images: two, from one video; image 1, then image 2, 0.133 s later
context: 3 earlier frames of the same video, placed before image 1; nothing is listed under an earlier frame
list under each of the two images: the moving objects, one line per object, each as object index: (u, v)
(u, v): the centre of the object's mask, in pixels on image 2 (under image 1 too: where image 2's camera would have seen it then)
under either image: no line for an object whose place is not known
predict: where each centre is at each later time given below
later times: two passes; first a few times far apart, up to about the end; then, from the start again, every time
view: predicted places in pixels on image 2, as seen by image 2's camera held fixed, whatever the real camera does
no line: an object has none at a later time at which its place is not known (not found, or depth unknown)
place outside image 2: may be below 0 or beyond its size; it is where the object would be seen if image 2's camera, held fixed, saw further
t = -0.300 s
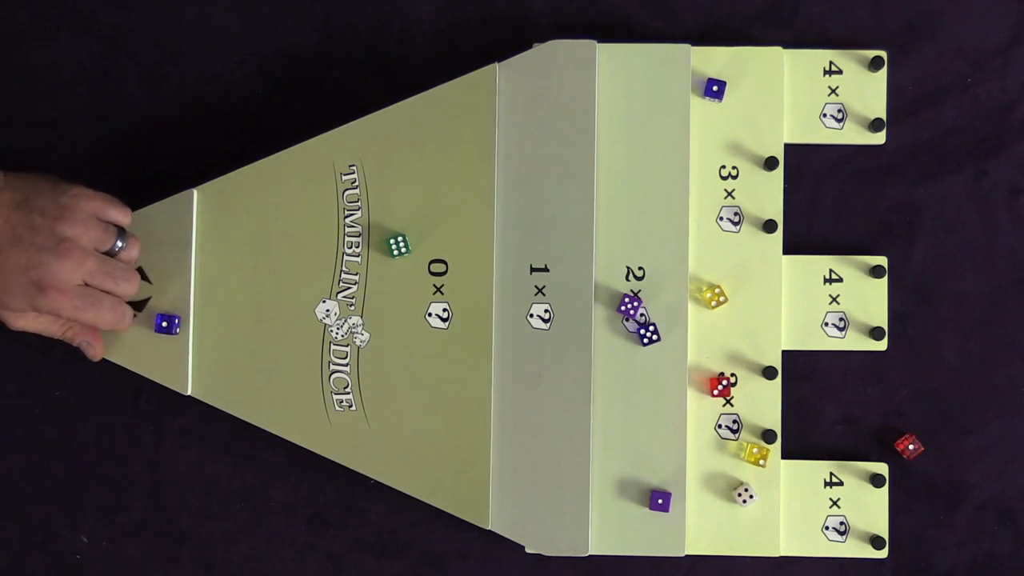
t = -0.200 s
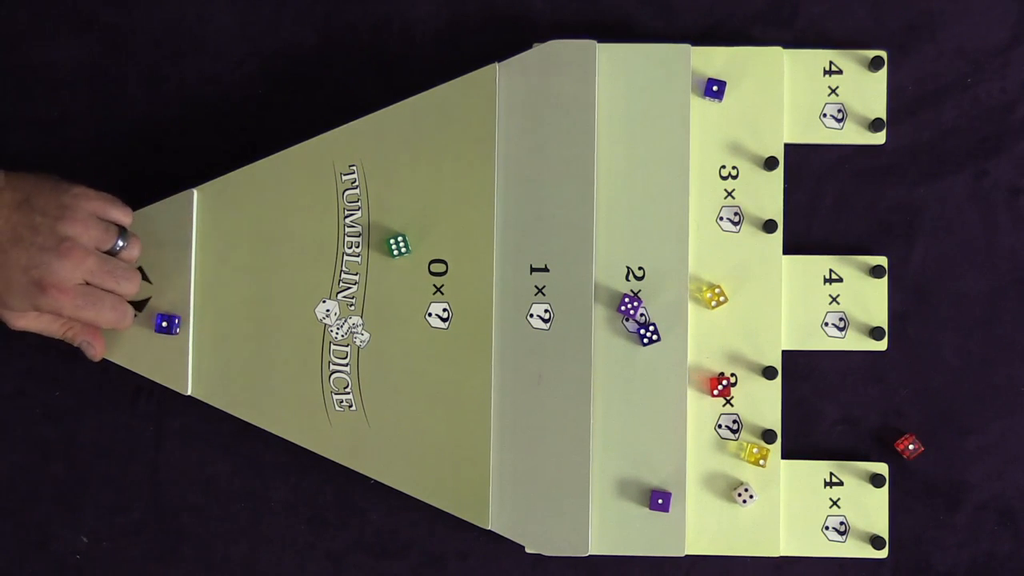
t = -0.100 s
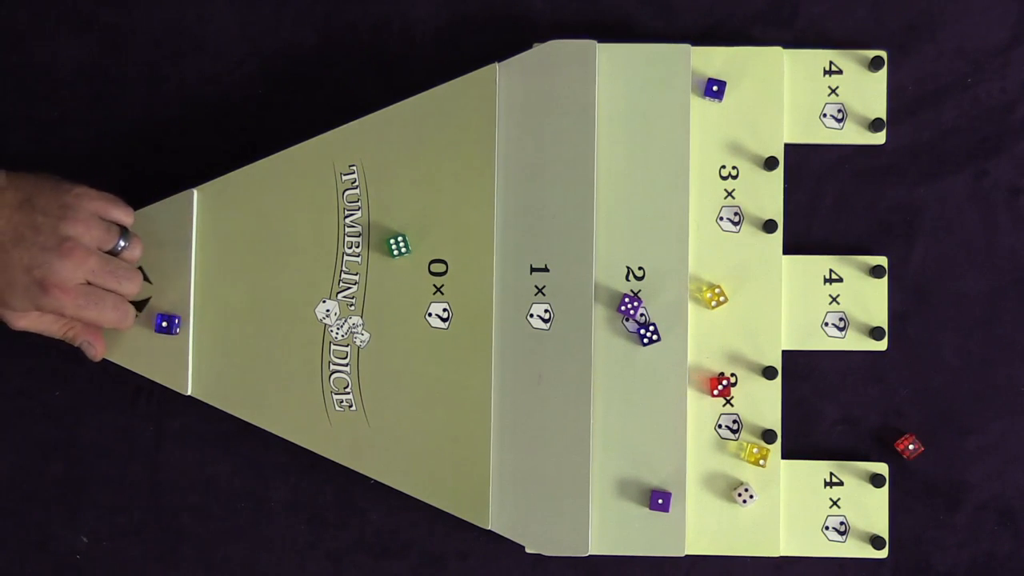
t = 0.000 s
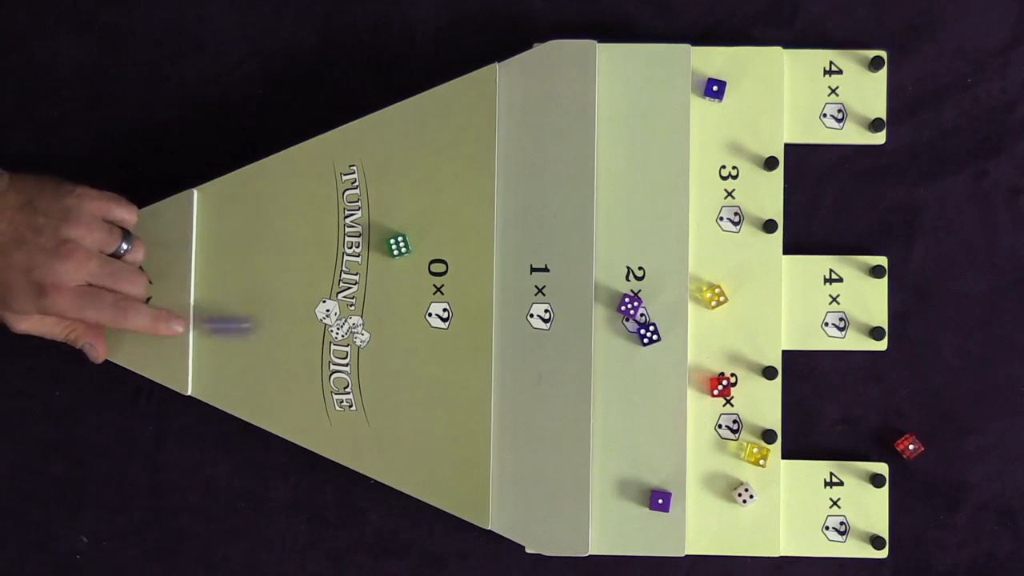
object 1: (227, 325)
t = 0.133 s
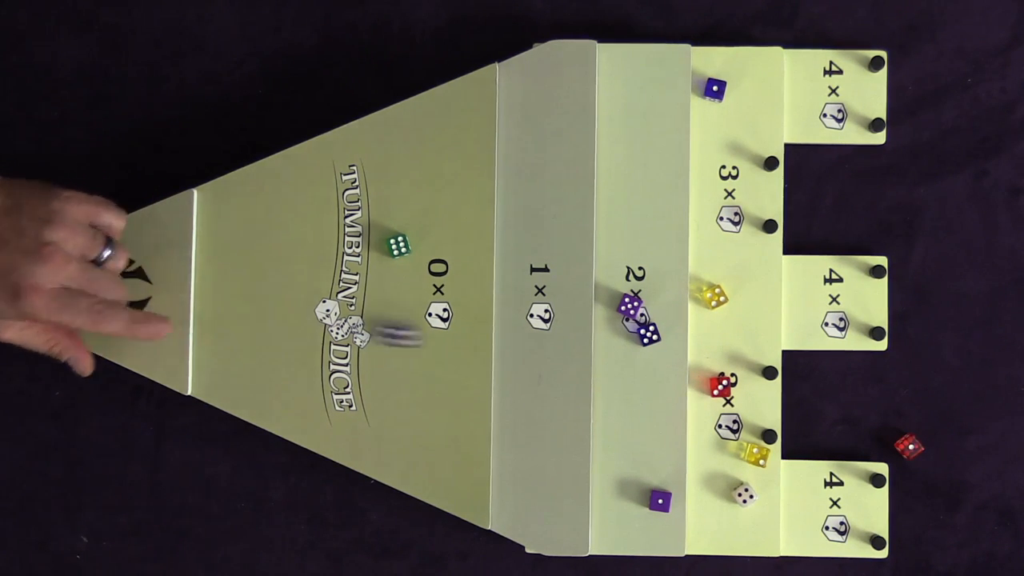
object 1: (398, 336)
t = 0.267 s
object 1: (531, 346)
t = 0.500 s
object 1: (665, 365)
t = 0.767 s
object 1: (699, 374)
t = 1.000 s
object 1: (700, 370)
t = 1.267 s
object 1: (700, 370)
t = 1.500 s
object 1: (700, 370)
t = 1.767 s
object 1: (700, 370)
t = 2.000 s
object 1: (700, 370)
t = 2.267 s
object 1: (700, 370)
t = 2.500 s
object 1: (700, 370)
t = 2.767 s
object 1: (700, 370)
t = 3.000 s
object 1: (700, 370)
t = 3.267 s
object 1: (700, 370)
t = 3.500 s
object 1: (700, 370)
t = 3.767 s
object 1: (700, 370)
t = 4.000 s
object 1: (700, 370)
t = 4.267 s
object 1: (700, 370)
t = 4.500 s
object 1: (700, 370)
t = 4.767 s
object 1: (700, 370)
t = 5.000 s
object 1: (700, 370)
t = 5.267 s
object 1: (700, 370)
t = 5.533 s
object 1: (700, 370)
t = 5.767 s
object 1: (700, 370)
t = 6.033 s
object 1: (700, 370)
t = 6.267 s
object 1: (700, 370)
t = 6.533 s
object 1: (700, 370)
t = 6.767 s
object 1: (700, 370)
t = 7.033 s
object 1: (700, 370)
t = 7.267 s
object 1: (700, 370)
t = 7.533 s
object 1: (700, 370)
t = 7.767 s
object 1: (700, 370)
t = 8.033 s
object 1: (700, 370)
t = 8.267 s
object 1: (700, 370)
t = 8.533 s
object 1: (700, 370)
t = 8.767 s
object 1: (700, 370)
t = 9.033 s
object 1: (700, 370)
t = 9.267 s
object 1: (700, 370)
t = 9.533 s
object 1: (700, 370)
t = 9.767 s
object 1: (700, 370)
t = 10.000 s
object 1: (700, 370)
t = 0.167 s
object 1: (434, 339)
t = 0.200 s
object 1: (466, 341)
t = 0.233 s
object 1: (501, 343)
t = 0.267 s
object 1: (531, 346)
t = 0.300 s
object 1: (557, 349)
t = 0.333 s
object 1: (582, 352)
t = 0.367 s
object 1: (607, 354)
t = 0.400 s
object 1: (627, 356)
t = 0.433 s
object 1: (641, 360)
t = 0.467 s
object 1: (654, 363)
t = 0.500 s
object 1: (665, 365)
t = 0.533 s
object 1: (673, 370)
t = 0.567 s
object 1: (680, 372)
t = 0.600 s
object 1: (685, 374)
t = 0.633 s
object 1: (688, 375)
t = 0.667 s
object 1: (689, 375)
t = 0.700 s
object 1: (691, 376)
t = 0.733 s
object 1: (695, 375)
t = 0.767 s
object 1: (699, 374)
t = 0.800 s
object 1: (700, 372)
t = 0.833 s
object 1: (701, 370)
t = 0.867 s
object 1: (700, 370)
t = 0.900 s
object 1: (700, 370)
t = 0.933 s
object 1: (700, 370)
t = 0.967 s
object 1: (700, 370)
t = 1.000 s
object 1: (700, 370)
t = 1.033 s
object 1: (700, 370)
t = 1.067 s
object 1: (700, 370)
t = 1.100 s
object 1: (700, 370)
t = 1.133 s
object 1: (700, 370)
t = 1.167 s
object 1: (700, 370)
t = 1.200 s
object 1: (700, 370)
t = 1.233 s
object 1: (700, 370)
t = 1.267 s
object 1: (700, 370)
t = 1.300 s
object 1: (700, 370)
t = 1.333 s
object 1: (700, 370)
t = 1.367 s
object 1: (700, 370)
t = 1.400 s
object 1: (700, 370)
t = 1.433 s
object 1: (700, 370)
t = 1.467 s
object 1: (700, 370)
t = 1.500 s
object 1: (700, 370)
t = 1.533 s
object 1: (700, 370)
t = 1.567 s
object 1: (700, 370)
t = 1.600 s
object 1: (700, 370)
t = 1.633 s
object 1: (700, 370)
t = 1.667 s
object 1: (700, 370)
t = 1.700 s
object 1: (700, 370)
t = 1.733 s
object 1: (700, 370)
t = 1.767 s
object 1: (700, 370)
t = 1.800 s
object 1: (700, 370)
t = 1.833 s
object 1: (700, 370)
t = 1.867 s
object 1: (700, 370)
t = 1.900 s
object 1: (700, 370)
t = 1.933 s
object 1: (700, 370)
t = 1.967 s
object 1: (700, 370)
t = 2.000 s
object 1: (700, 370)
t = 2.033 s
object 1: (700, 370)
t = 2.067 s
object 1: (700, 370)
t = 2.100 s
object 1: (700, 370)
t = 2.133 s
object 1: (700, 370)
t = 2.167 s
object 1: (700, 370)
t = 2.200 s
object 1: (700, 370)
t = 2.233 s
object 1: (700, 370)
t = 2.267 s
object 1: (700, 370)
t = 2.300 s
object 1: (700, 370)
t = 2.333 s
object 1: (700, 370)
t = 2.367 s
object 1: (700, 370)
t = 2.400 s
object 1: (700, 370)
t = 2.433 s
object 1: (700, 370)
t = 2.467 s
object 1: (700, 370)
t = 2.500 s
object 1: (700, 370)
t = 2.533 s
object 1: (700, 370)
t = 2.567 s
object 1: (700, 370)
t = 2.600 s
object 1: (700, 370)
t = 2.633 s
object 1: (700, 370)
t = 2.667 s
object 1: (700, 370)
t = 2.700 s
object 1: (700, 370)
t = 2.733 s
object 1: (700, 370)
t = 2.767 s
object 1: (700, 370)
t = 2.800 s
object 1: (700, 370)
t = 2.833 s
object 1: (700, 370)
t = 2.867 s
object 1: (700, 370)
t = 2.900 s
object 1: (700, 370)
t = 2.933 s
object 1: (700, 370)
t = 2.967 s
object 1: (700, 370)
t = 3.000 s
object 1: (700, 370)
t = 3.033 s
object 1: (700, 370)
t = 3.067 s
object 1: (700, 370)
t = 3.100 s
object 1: (700, 370)
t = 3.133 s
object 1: (700, 370)
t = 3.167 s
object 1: (700, 370)
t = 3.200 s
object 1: (700, 370)
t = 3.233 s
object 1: (700, 370)
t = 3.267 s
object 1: (700, 370)
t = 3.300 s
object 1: (700, 370)
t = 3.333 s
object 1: (700, 370)
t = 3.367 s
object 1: (700, 370)
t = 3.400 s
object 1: (700, 370)
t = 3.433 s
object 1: (700, 370)
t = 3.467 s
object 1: (700, 370)
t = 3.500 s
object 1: (700, 370)
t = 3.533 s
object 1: (700, 370)
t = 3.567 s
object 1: (700, 370)
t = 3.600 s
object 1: (700, 370)
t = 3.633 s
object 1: (700, 370)
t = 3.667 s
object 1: (700, 370)
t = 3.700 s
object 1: (700, 370)
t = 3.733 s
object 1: (700, 370)
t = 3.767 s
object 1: (700, 370)
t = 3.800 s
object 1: (700, 370)
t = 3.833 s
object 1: (700, 370)
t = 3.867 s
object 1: (700, 370)
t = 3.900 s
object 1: (700, 370)
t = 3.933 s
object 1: (700, 370)
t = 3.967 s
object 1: (700, 370)
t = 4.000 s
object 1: (700, 370)
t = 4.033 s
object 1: (700, 370)
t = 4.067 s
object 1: (700, 370)
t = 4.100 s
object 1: (700, 370)
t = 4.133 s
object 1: (700, 370)
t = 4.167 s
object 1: (700, 370)
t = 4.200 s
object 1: (700, 370)
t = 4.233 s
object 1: (700, 370)
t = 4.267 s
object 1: (700, 370)
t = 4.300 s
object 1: (700, 370)
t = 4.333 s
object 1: (700, 370)
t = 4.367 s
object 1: (700, 370)
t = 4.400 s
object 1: (700, 370)
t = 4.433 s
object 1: (700, 370)
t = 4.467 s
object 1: (700, 370)
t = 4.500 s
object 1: (700, 370)
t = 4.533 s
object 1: (700, 370)
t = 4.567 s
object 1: (700, 370)
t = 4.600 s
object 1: (700, 370)
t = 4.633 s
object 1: (700, 370)
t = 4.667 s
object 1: (700, 370)
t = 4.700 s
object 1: (700, 370)
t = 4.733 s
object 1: (700, 370)
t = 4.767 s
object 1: (700, 370)
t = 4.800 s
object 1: (700, 370)
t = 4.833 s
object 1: (700, 370)
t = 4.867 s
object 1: (700, 370)
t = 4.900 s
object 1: (700, 370)
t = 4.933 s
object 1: (700, 370)
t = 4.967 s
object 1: (700, 370)
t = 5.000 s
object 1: (700, 370)
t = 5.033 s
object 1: (700, 370)
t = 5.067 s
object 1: (700, 370)
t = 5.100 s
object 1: (700, 370)
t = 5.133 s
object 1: (700, 370)
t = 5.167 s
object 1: (700, 370)
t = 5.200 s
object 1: (700, 370)
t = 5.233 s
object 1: (700, 370)
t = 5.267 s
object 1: (700, 370)
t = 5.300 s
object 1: (700, 370)
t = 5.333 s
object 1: (700, 370)
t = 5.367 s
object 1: (700, 370)
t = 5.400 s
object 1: (700, 370)
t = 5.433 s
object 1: (700, 370)
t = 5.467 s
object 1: (700, 370)
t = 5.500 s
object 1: (700, 370)
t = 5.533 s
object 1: (700, 370)
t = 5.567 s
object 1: (700, 370)
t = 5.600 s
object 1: (700, 370)
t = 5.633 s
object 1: (700, 370)
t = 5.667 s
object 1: (700, 370)
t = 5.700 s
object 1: (700, 370)
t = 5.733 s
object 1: (700, 370)
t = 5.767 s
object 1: (700, 370)
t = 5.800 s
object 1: (700, 370)
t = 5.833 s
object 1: (700, 370)
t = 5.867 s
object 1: (700, 370)
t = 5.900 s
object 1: (700, 370)
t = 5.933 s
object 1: (700, 370)
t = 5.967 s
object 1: (700, 370)
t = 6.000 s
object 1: (700, 370)
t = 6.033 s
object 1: (700, 370)
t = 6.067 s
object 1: (700, 370)
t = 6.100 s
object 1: (700, 370)
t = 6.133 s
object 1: (700, 370)
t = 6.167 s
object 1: (700, 370)
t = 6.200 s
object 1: (700, 370)
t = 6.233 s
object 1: (700, 370)
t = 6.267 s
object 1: (700, 370)
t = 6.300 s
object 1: (700, 370)
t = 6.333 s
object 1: (700, 370)
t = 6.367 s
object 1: (700, 370)
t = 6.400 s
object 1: (700, 370)
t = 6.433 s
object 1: (700, 370)
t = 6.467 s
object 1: (700, 370)
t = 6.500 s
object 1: (700, 370)
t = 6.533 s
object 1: (700, 370)
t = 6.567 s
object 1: (700, 370)
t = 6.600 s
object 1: (700, 370)
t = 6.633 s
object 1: (700, 370)
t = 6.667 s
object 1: (700, 370)
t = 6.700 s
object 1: (700, 370)
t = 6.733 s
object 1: (700, 370)
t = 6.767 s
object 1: (700, 370)
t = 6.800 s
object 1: (700, 370)
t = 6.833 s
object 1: (700, 370)
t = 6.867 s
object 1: (700, 370)
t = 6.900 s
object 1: (700, 370)
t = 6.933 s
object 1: (700, 370)
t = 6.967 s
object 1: (700, 370)
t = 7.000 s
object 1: (700, 370)
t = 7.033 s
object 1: (700, 370)
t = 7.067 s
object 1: (700, 370)
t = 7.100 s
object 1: (700, 370)
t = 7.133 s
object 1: (700, 370)
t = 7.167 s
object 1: (700, 370)
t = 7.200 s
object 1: (700, 370)
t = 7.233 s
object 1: (700, 370)
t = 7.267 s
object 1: (700, 370)
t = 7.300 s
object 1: (700, 370)
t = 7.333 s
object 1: (700, 370)
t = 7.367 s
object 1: (700, 370)
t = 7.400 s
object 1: (700, 370)
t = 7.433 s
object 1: (700, 370)
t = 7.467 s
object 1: (700, 370)
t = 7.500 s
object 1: (700, 370)
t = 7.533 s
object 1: (700, 370)
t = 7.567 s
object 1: (700, 370)
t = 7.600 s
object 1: (700, 370)
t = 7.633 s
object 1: (700, 370)
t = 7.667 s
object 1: (700, 370)
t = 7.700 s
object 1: (700, 370)
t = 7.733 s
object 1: (700, 370)
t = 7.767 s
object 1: (700, 370)
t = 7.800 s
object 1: (700, 370)
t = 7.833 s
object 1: (700, 370)
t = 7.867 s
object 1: (700, 370)
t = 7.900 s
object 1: (700, 370)
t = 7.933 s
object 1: (700, 370)
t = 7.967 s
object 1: (700, 370)
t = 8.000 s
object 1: (700, 370)
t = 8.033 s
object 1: (700, 370)
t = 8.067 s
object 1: (700, 370)
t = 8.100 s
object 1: (700, 370)
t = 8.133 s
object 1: (700, 370)
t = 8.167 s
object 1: (700, 370)
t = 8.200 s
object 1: (700, 370)
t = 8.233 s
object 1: (700, 370)
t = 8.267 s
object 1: (700, 370)
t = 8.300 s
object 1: (700, 370)
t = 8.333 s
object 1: (700, 370)
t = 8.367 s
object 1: (700, 370)
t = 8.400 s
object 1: (700, 370)
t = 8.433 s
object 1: (700, 370)
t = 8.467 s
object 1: (700, 370)
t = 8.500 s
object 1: (700, 370)
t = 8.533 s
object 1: (700, 370)
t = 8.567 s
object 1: (700, 370)
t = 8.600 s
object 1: (700, 370)
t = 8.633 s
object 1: (700, 370)
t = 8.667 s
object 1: (700, 370)
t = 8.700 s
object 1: (700, 370)
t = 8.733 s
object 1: (700, 370)
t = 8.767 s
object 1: (700, 370)
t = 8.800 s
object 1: (700, 370)
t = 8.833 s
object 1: (700, 370)
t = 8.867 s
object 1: (700, 370)
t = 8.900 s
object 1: (700, 370)
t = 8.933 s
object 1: (700, 370)
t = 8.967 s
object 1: (700, 370)
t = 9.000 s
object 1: (700, 370)
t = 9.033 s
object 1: (700, 370)
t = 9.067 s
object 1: (700, 370)
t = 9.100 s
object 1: (700, 370)
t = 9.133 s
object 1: (700, 370)
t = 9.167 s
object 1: (700, 370)
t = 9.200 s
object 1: (700, 370)
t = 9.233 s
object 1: (700, 370)
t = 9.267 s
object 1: (700, 370)
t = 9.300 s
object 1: (700, 370)
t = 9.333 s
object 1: (700, 370)
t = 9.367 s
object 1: (700, 370)
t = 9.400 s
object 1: (700, 370)
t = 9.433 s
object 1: (700, 370)
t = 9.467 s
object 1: (700, 370)
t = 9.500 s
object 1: (700, 370)
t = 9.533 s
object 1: (700, 370)
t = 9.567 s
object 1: (700, 370)
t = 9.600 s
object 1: (700, 370)
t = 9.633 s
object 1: (700, 370)
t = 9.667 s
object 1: (700, 370)
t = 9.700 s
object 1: (700, 370)
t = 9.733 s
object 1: (700, 370)
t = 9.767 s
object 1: (700, 370)
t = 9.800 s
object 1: (700, 370)
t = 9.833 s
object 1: (700, 370)
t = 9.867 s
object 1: (700, 370)
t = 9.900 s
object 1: (700, 370)
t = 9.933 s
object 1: (700, 370)
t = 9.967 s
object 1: (700, 370)
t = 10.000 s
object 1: (700, 370)
